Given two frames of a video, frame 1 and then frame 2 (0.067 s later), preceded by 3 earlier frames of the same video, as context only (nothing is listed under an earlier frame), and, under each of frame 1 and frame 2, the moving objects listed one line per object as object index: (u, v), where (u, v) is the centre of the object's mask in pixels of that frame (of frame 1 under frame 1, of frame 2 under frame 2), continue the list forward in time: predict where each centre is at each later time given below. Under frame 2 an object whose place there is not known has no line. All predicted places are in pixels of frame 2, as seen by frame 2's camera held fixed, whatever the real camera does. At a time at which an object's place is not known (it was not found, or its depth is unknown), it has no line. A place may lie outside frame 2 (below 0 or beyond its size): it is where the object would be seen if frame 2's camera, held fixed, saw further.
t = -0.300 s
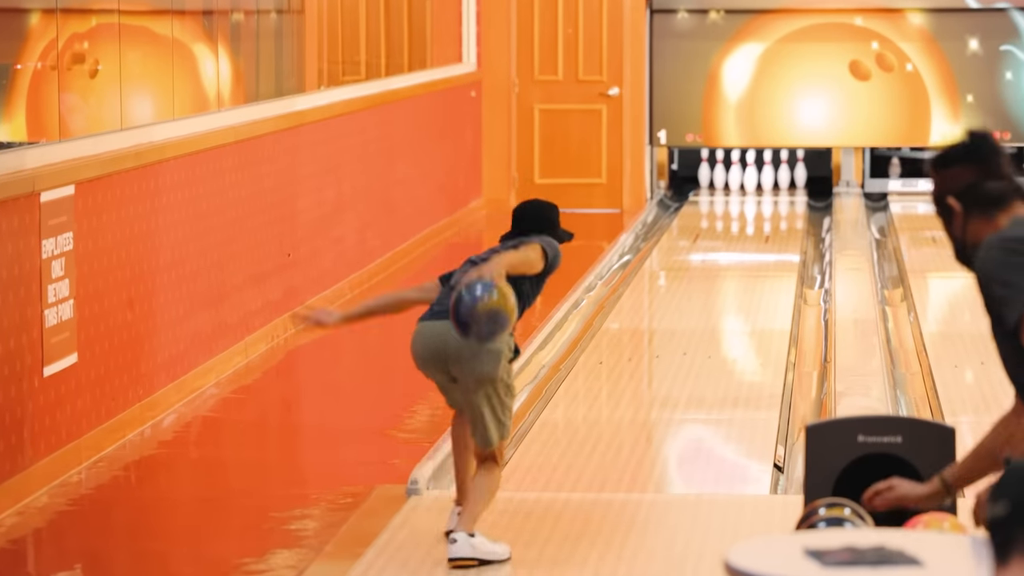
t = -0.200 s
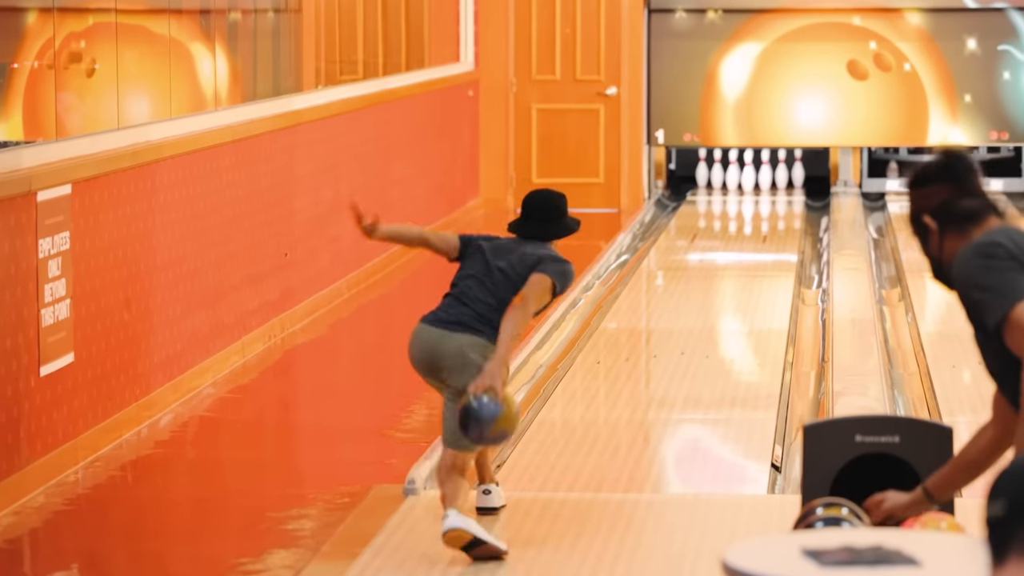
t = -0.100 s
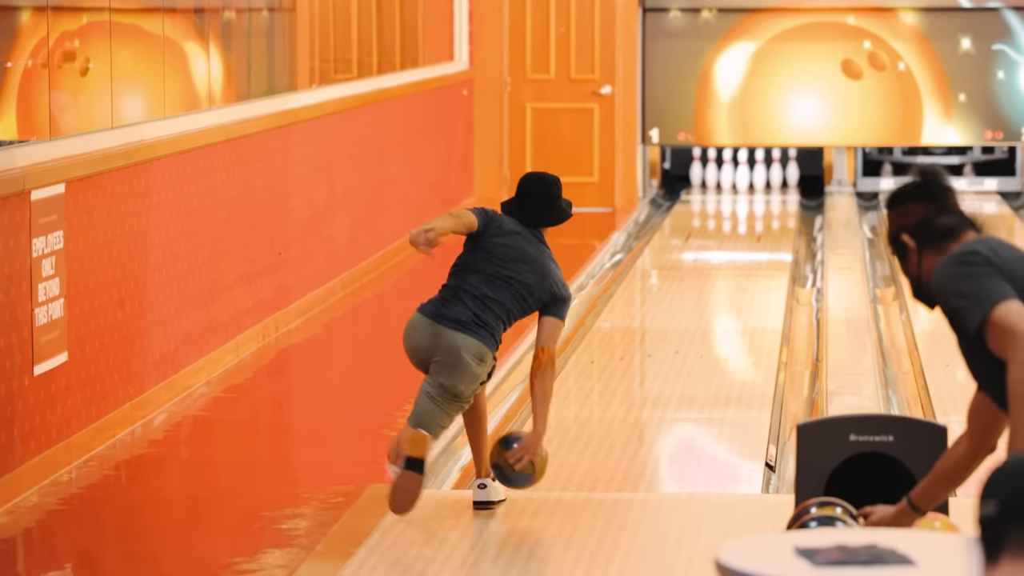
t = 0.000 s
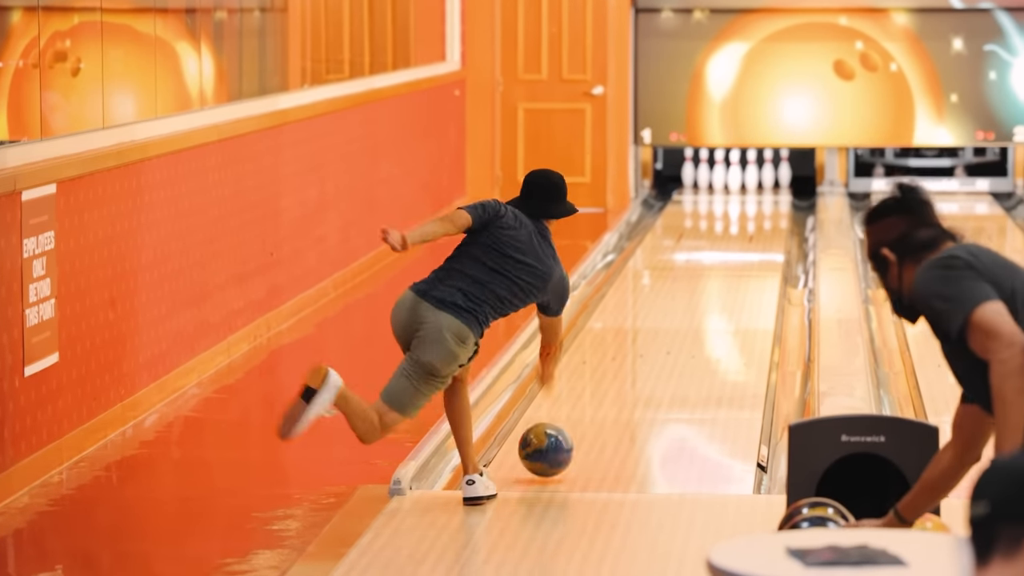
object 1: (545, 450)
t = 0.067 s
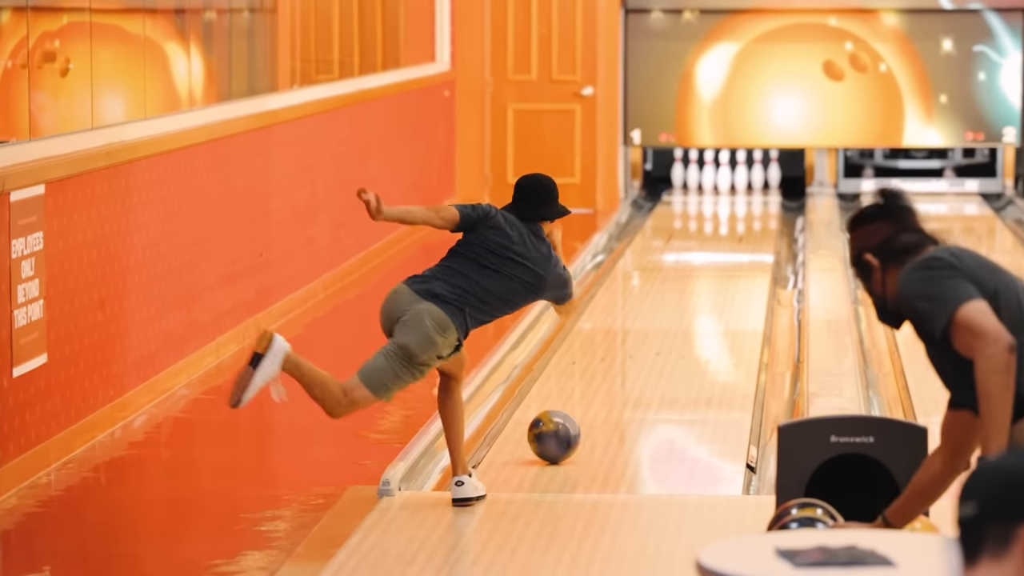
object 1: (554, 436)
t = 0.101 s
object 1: (563, 427)
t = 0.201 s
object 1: (589, 403)
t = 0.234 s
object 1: (596, 396)
